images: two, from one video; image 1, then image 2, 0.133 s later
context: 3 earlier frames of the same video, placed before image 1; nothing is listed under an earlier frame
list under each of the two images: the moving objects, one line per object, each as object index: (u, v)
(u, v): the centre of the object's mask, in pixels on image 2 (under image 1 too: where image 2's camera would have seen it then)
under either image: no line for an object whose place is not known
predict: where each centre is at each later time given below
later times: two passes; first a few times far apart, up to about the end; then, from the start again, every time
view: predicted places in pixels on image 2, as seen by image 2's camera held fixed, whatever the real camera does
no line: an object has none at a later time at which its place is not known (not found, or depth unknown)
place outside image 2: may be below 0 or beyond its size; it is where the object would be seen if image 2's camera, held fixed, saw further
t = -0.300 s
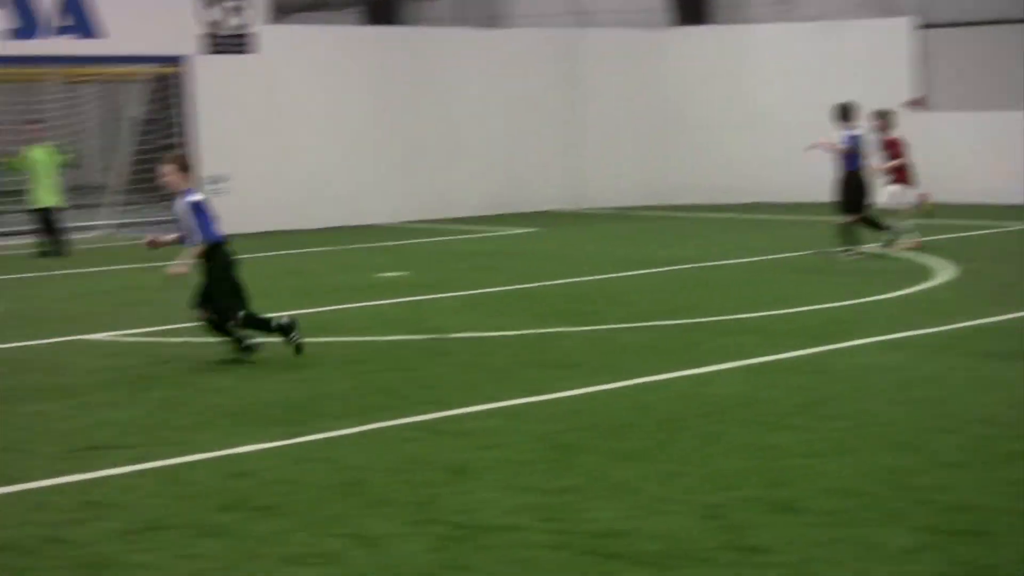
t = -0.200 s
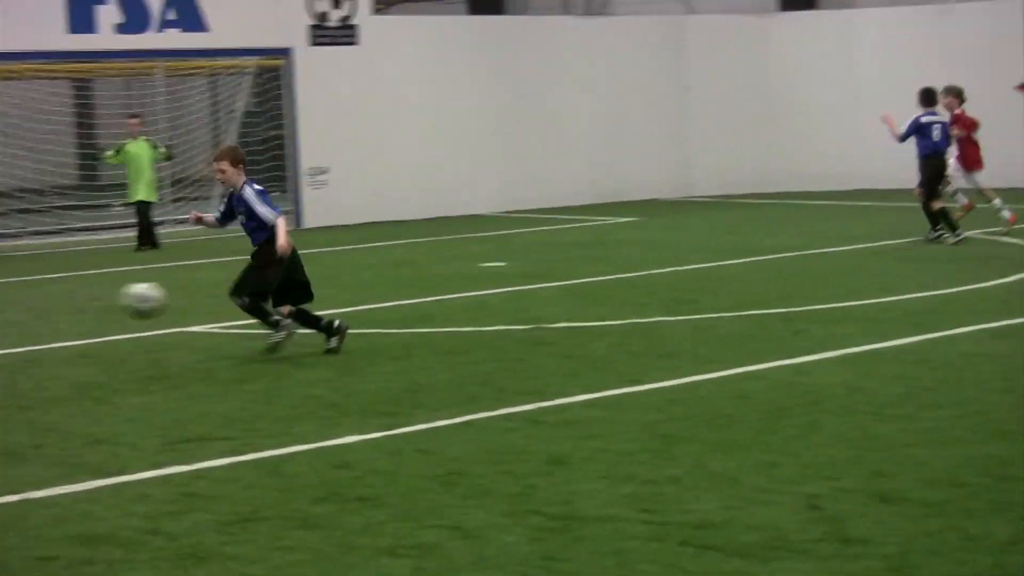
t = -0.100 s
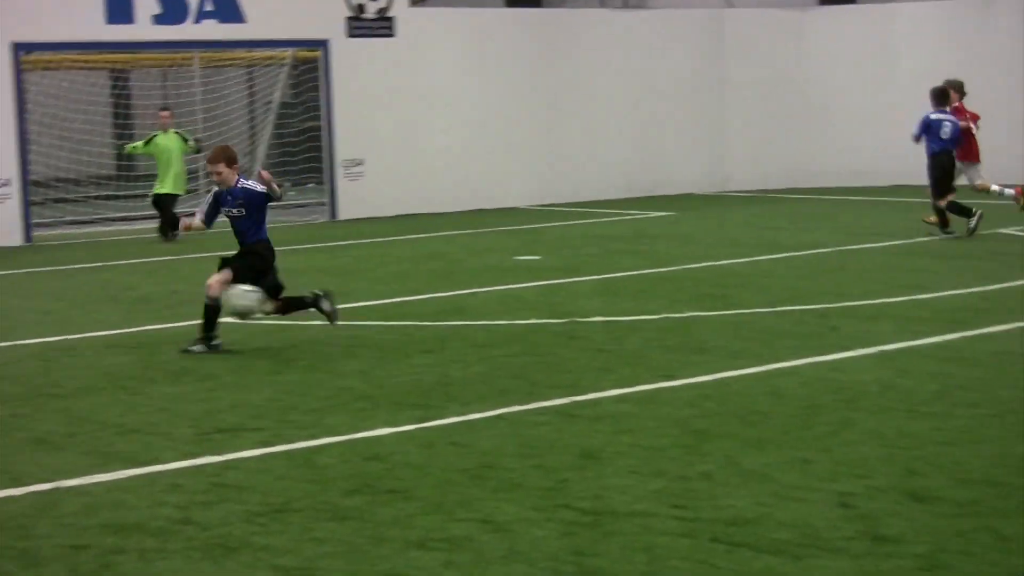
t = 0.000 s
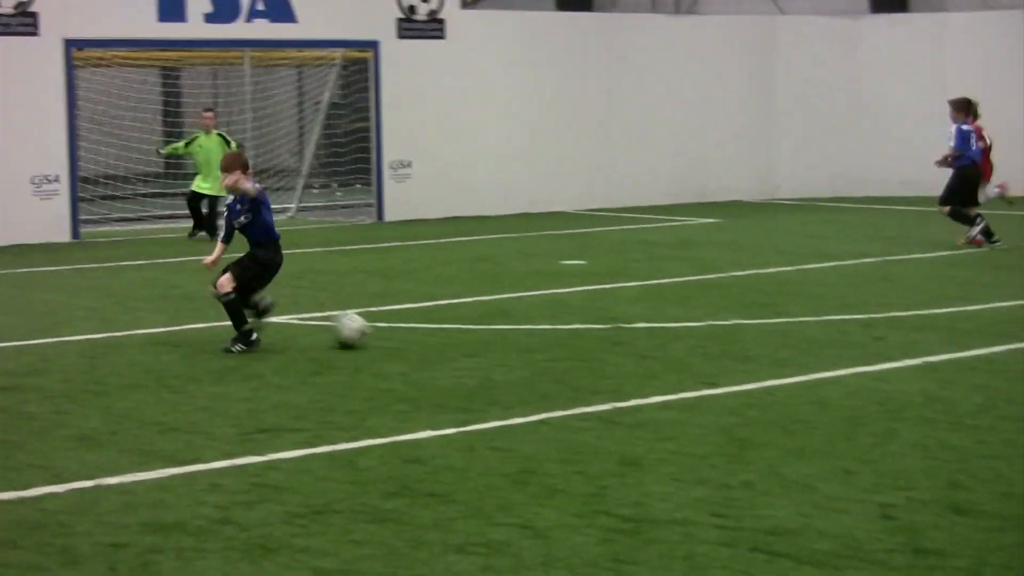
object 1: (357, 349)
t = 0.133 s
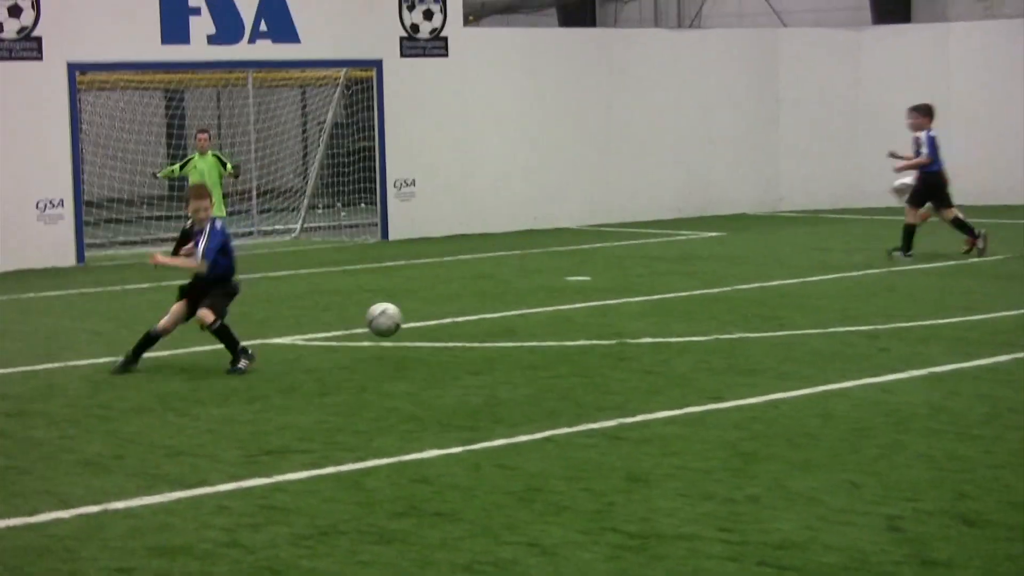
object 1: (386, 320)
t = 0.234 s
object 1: (405, 313)
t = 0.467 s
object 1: (456, 322)
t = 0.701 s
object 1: (508, 321)
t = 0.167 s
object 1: (392, 315)
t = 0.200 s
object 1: (398, 313)
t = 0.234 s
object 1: (405, 313)
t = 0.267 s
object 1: (411, 315)
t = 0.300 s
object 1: (418, 317)
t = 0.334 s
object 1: (425, 323)
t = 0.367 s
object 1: (433, 330)
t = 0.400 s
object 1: (440, 336)
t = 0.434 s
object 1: (448, 329)
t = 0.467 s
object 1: (456, 322)
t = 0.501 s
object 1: (463, 318)
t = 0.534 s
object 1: (471, 317)
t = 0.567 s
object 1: (479, 316)
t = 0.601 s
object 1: (487, 318)
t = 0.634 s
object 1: (495, 322)
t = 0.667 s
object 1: (502, 325)
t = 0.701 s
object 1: (508, 321)
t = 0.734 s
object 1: (515, 318)
